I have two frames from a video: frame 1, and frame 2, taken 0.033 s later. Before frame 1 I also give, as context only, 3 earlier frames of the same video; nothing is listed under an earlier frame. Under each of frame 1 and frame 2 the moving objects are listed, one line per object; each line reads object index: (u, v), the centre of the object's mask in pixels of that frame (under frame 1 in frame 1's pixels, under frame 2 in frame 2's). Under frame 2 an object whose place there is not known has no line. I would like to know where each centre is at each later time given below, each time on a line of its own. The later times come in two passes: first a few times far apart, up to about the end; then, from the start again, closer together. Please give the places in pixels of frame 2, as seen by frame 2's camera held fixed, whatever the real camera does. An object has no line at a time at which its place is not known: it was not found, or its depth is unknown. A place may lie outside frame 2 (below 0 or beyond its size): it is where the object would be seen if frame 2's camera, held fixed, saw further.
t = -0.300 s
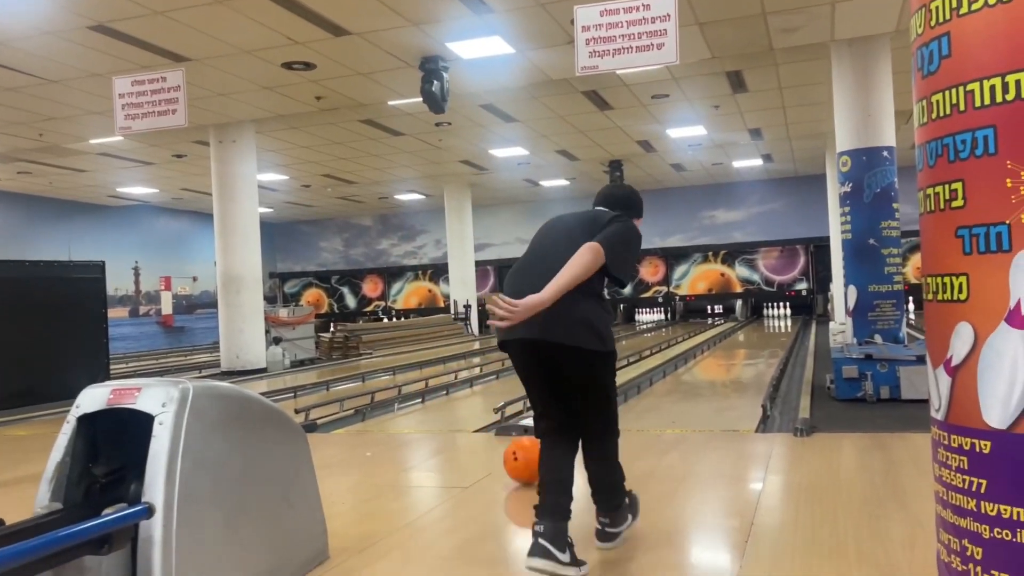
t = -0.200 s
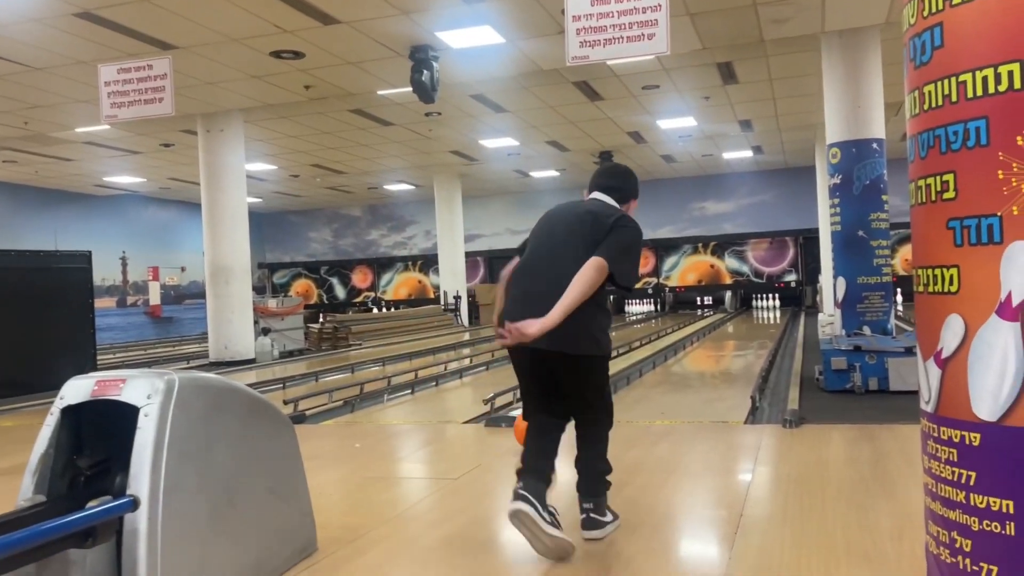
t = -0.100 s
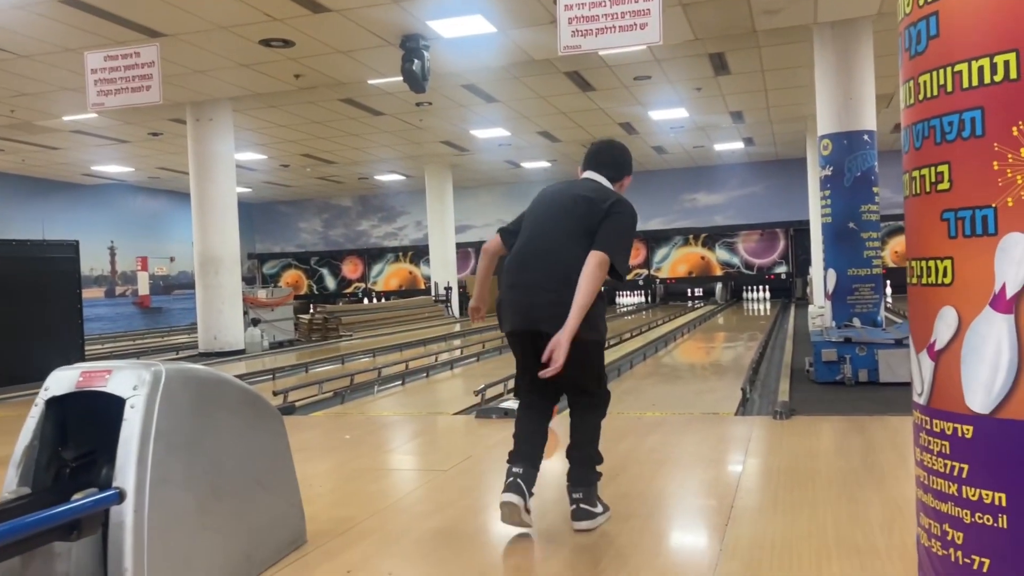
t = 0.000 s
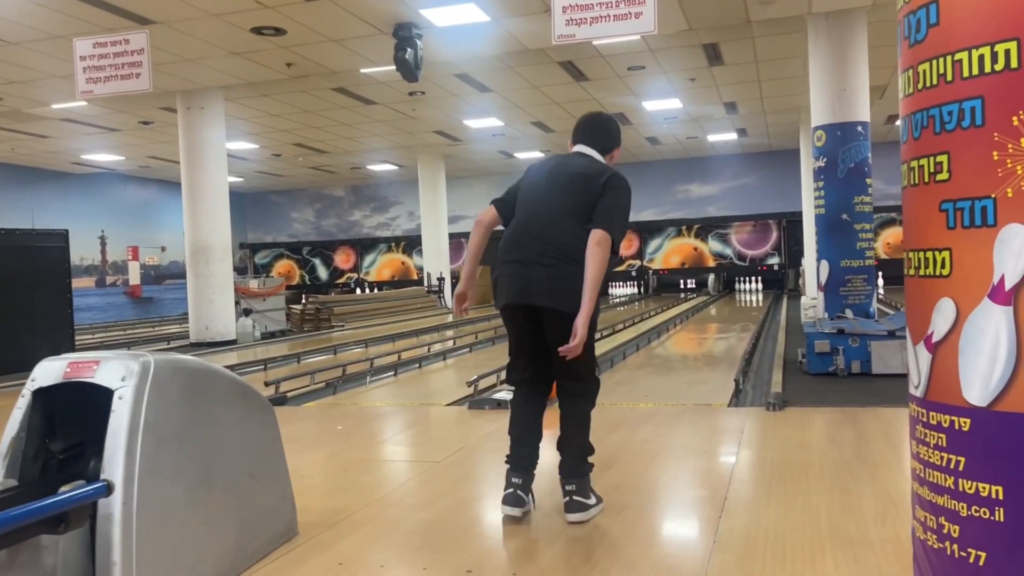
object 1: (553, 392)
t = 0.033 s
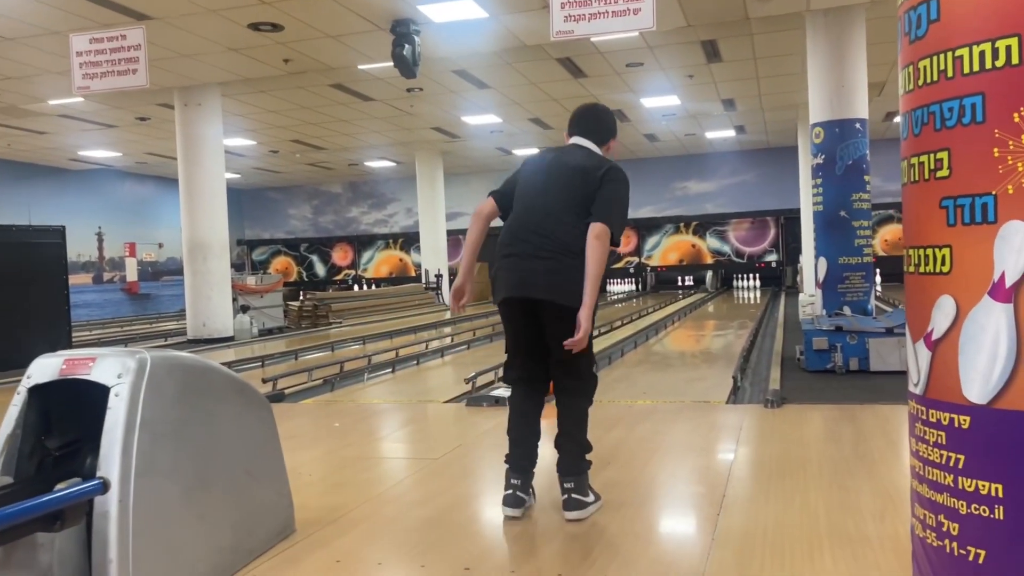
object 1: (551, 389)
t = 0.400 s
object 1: (596, 352)
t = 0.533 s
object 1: (598, 349)
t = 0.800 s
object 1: (610, 339)
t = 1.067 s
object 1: (606, 332)
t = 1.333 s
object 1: (619, 333)
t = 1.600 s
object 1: (630, 340)
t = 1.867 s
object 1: (633, 339)
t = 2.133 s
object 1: (634, 337)
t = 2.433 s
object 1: (635, 338)
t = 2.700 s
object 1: (635, 337)
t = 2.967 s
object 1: (635, 337)
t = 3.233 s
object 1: (635, 337)
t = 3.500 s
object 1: (635, 337)
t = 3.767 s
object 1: (636, 337)
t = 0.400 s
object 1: (596, 352)
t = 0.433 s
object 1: (595, 351)
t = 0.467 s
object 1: (594, 350)
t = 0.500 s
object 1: (594, 350)
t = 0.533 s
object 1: (598, 349)
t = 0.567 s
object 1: (600, 349)
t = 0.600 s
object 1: (603, 348)
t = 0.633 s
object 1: (606, 350)
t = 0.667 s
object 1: (609, 351)
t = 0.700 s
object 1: (611, 351)
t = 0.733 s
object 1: (612, 349)
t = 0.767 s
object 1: (612, 343)
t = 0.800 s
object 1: (610, 339)
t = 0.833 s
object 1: (610, 336)
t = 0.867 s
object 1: (608, 333)
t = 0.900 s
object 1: (607, 331)
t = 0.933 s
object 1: (606, 331)
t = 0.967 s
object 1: (606, 332)
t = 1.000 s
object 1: (605, 334)
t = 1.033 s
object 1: (605, 333)
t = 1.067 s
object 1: (606, 332)
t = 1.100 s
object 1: (606, 332)
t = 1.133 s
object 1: (607, 333)
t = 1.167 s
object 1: (608, 332)
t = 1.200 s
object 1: (609, 333)
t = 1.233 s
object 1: (611, 332)
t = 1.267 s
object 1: (613, 332)
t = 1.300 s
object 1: (616, 332)
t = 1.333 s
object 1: (619, 333)
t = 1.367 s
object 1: (621, 333)
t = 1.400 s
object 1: (624, 335)
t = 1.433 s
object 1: (626, 338)
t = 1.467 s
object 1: (627, 339)
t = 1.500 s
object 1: (628, 340)
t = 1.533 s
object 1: (628, 341)
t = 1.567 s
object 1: (629, 340)
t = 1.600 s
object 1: (630, 340)
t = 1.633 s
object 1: (630, 340)
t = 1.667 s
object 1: (631, 339)
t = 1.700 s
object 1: (631, 339)
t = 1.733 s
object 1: (631, 339)
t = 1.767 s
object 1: (632, 339)
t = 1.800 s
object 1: (633, 339)
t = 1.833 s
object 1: (633, 339)
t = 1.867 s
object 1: (633, 339)
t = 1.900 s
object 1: (633, 338)
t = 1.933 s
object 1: (634, 338)
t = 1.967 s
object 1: (634, 338)
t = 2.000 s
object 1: (634, 338)
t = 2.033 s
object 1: (634, 338)
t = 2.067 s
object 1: (634, 338)
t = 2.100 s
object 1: (634, 338)
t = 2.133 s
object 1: (634, 337)
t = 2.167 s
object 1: (634, 338)
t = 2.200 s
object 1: (635, 337)
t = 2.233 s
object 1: (635, 338)
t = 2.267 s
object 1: (635, 337)
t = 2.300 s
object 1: (635, 337)
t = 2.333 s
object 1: (635, 337)
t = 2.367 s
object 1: (635, 338)
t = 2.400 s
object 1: (636, 337)
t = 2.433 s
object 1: (635, 338)
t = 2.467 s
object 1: (636, 337)
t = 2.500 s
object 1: (635, 338)
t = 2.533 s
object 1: (636, 337)
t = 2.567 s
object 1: (635, 337)
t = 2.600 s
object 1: (635, 337)
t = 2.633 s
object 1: (636, 337)
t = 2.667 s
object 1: (635, 337)
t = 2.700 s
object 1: (635, 337)
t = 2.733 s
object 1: (635, 337)
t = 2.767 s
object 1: (635, 337)
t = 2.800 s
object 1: (635, 337)
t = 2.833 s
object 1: (635, 337)
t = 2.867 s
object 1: (635, 337)
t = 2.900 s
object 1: (635, 337)
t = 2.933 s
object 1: (635, 337)
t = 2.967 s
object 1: (635, 337)
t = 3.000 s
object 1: (635, 337)
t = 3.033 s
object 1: (635, 337)
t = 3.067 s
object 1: (635, 337)
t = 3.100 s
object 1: (635, 337)
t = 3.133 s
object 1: (635, 337)
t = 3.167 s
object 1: (635, 337)
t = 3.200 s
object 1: (635, 337)
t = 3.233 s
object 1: (635, 337)
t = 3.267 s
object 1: (635, 337)
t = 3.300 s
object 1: (635, 337)
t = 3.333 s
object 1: (635, 337)
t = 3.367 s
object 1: (636, 337)
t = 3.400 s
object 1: (635, 337)
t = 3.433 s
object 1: (636, 337)
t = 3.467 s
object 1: (635, 337)
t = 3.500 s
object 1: (635, 337)
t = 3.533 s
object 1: (636, 337)
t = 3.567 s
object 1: (636, 337)
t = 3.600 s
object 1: (636, 337)
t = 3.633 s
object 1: (636, 337)
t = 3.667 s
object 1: (636, 337)
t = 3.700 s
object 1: (636, 337)
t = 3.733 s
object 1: (636, 337)
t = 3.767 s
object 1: (636, 337)
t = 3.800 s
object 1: (636, 337)
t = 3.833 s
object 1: (636, 337)
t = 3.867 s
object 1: (636, 337)
